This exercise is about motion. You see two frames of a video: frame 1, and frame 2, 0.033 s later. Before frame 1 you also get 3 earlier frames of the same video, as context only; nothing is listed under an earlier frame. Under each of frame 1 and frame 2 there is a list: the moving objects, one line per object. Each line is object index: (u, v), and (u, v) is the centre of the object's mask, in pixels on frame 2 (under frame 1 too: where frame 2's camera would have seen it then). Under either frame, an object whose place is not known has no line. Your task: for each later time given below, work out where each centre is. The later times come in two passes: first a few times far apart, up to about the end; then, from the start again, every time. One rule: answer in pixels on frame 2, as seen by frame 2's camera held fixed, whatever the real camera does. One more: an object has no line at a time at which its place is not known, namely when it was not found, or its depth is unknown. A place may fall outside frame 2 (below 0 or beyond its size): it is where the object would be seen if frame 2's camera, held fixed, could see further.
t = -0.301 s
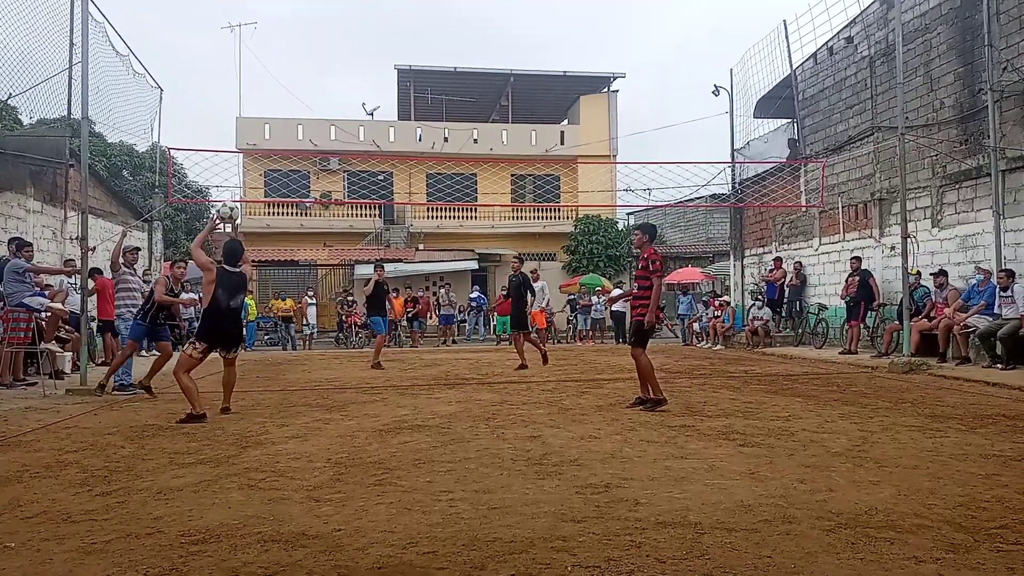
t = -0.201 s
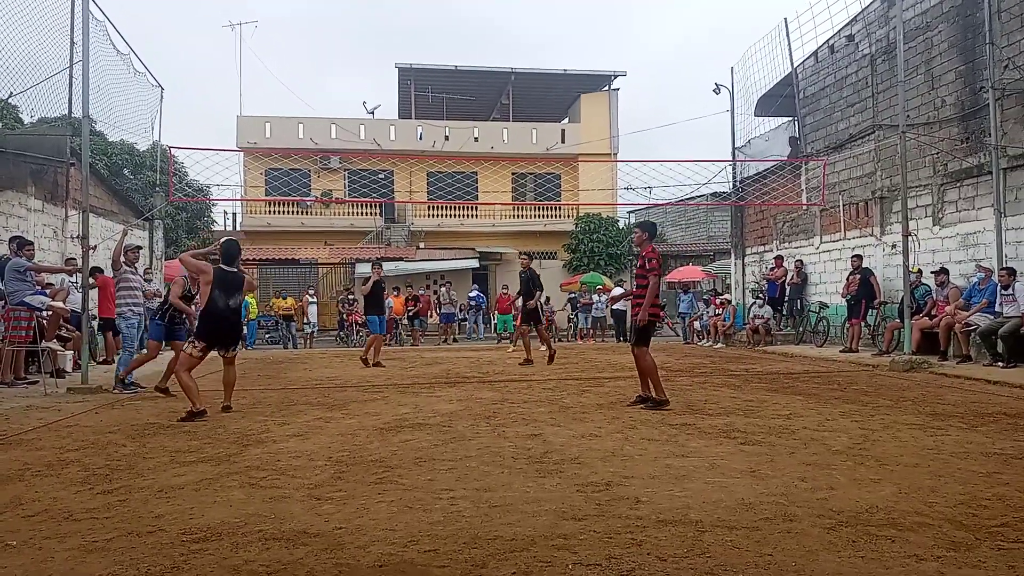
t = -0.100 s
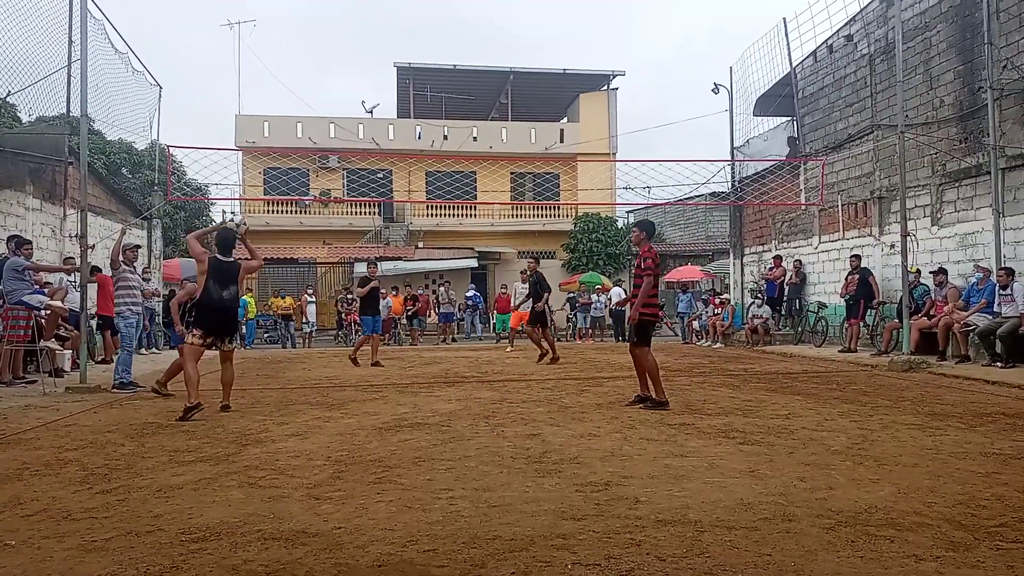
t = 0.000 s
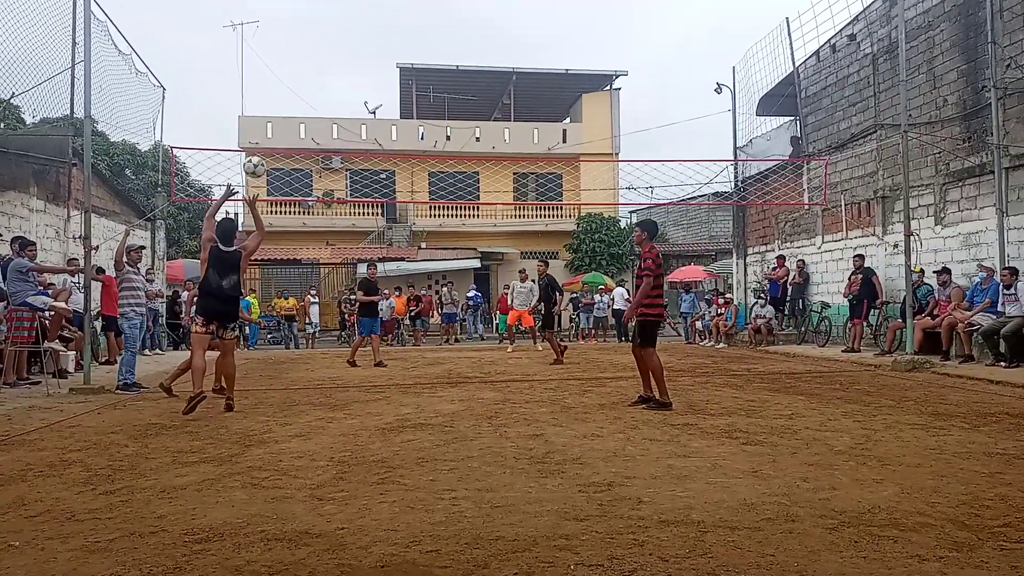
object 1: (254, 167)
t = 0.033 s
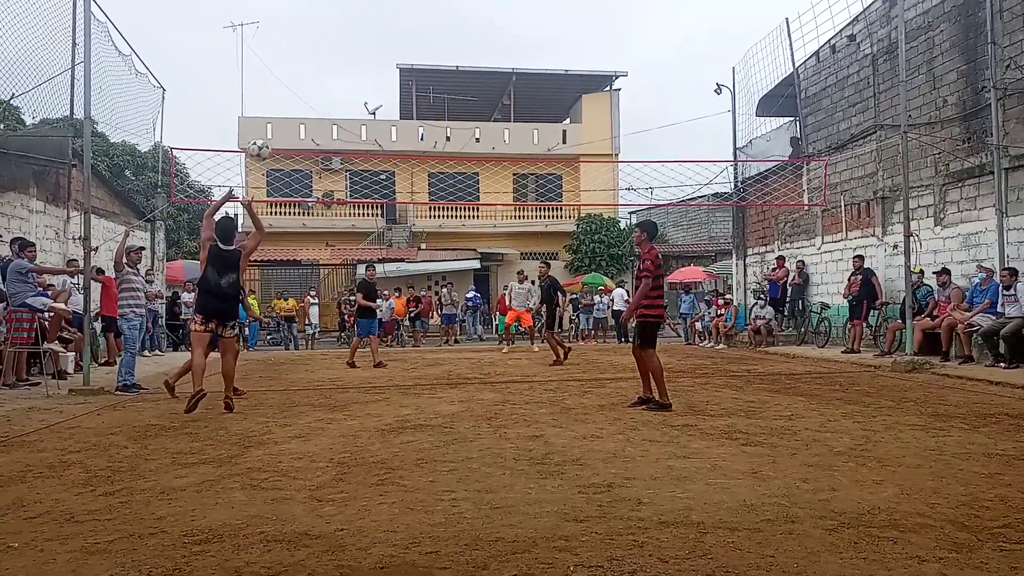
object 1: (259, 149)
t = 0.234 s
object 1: (288, 69)
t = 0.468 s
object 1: (320, 25)
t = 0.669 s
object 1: (346, 28)
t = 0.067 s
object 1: (264, 133)
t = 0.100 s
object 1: (269, 118)
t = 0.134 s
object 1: (274, 105)
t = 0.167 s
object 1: (279, 92)
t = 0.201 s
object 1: (284, 80)
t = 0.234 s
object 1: (288, 69)
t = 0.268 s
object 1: (293, 60)
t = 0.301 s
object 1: (297, 51)
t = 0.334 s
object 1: (302, 44)
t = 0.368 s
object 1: (306, 37)
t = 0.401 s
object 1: (311, 33)
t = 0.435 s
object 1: (316, 28)
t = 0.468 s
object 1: (320, 25)
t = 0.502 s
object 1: (324, 23)
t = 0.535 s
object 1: (329, 22)
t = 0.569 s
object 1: (333, 22)
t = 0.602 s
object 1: (338, 23)
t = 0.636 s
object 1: (342, 26)
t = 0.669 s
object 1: (346, 28)
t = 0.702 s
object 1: (350, 32)
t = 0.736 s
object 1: (354, 37)
